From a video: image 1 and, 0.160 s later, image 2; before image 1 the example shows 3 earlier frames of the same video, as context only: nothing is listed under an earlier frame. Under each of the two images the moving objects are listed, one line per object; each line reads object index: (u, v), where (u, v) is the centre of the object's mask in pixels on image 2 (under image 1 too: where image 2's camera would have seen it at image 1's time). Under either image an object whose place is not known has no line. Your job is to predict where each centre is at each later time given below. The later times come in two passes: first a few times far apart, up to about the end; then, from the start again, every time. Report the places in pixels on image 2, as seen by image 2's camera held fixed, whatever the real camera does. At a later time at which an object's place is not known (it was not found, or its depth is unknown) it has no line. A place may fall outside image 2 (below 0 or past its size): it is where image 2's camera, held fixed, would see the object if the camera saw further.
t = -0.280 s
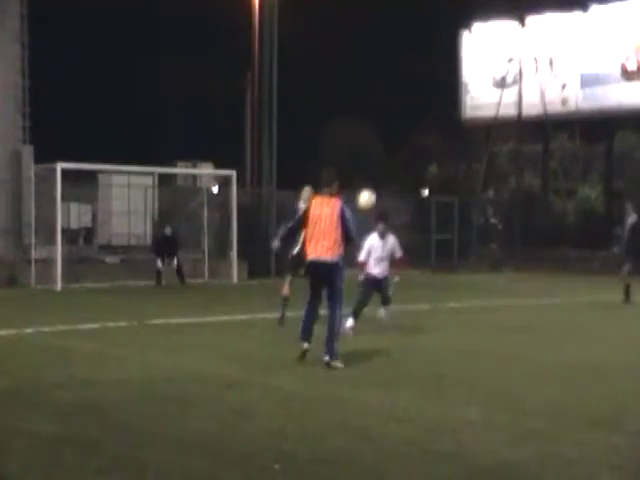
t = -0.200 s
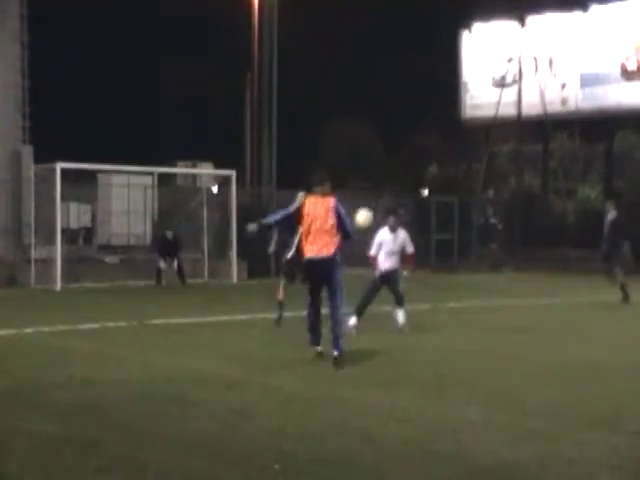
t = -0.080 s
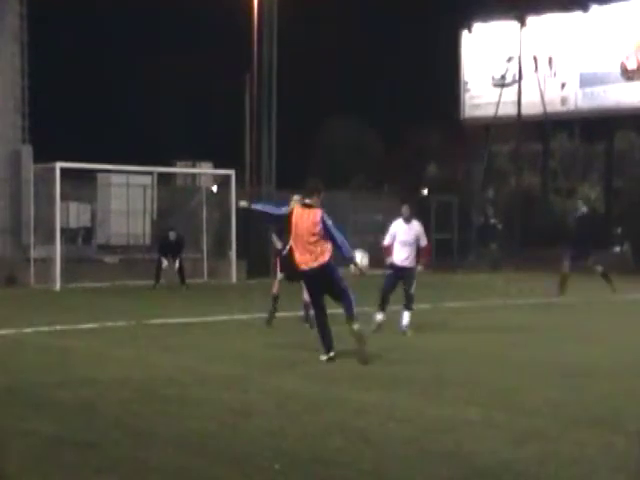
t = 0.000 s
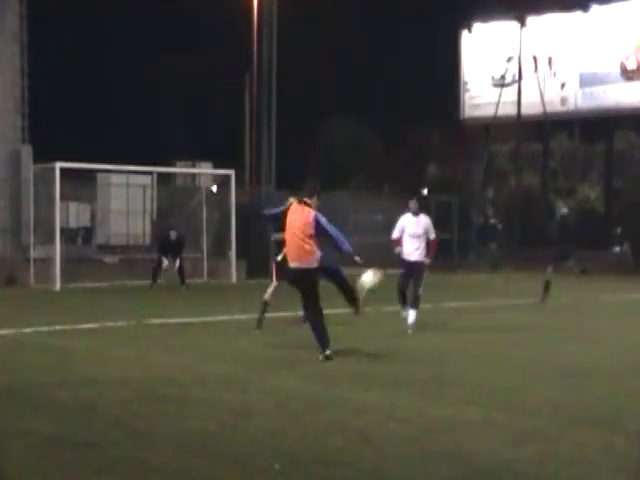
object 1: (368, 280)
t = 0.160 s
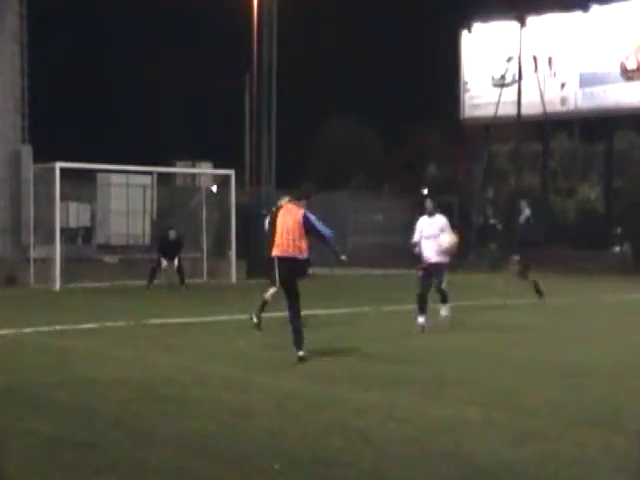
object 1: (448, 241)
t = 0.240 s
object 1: (482, 234)
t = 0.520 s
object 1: (599, 259)
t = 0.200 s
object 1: (467, 236)
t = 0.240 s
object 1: (482, 234)
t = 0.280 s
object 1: (500, 233)
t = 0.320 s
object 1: (517, 233)
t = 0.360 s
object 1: (534, 235)
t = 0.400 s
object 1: (551, 238)
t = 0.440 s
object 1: (567, 244)
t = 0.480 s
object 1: (583, 250)
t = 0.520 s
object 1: (599, 259)
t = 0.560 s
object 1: (615, 268)
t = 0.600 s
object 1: (630, 278)
